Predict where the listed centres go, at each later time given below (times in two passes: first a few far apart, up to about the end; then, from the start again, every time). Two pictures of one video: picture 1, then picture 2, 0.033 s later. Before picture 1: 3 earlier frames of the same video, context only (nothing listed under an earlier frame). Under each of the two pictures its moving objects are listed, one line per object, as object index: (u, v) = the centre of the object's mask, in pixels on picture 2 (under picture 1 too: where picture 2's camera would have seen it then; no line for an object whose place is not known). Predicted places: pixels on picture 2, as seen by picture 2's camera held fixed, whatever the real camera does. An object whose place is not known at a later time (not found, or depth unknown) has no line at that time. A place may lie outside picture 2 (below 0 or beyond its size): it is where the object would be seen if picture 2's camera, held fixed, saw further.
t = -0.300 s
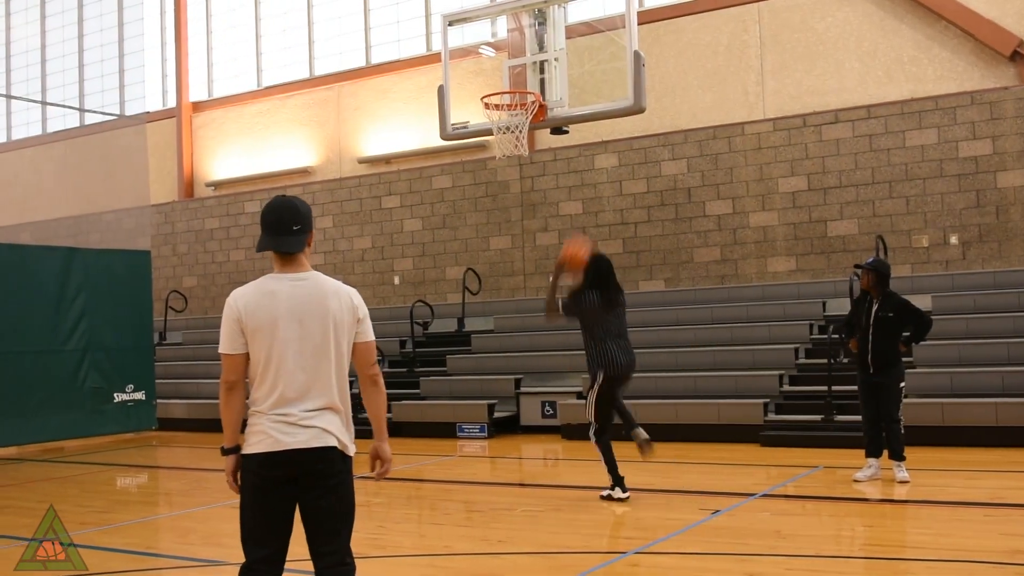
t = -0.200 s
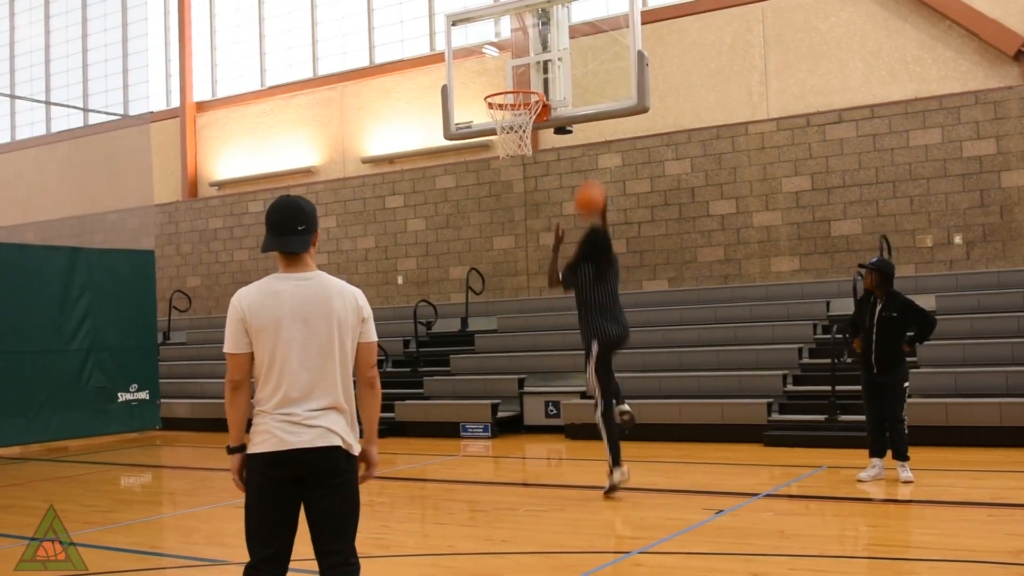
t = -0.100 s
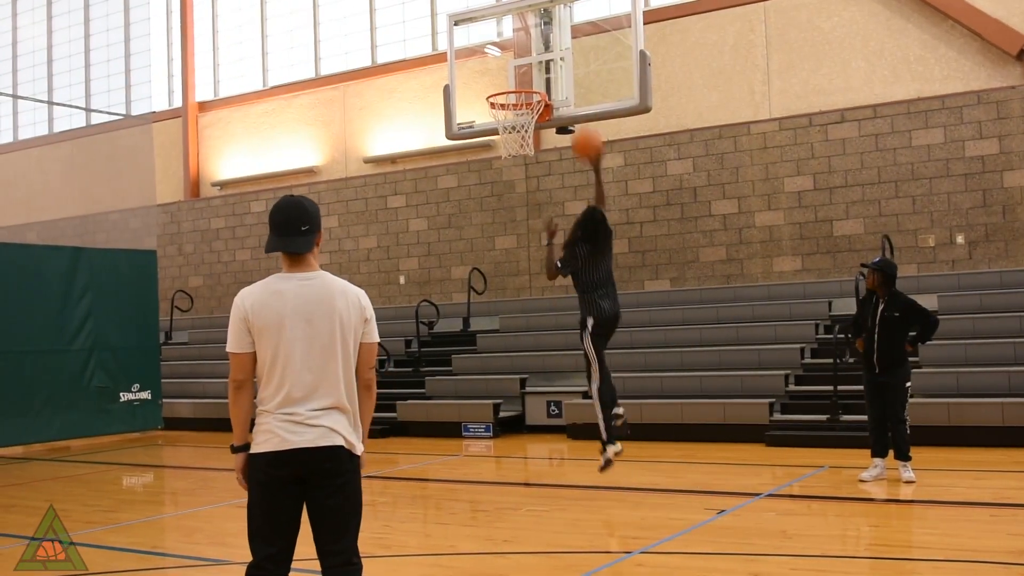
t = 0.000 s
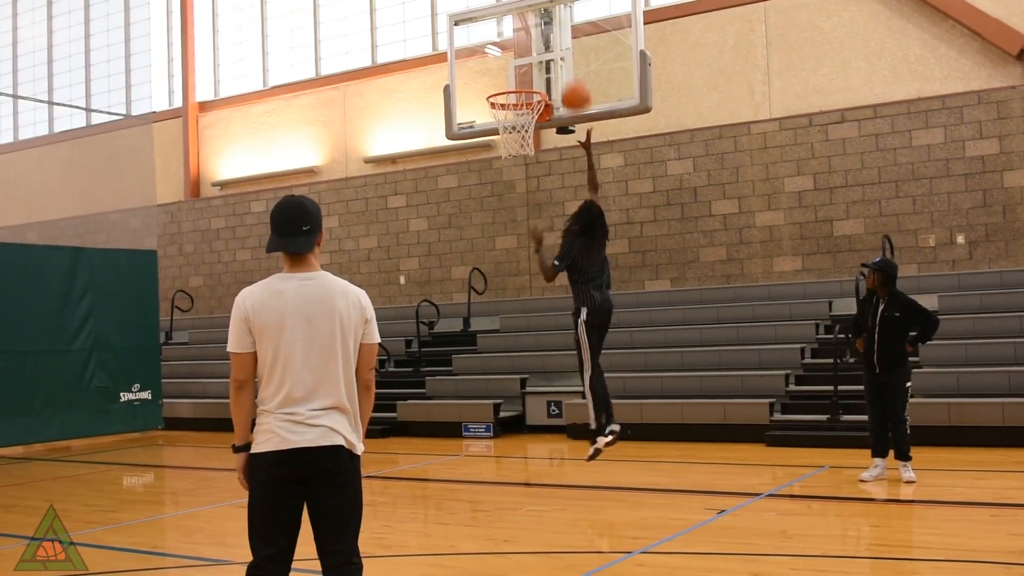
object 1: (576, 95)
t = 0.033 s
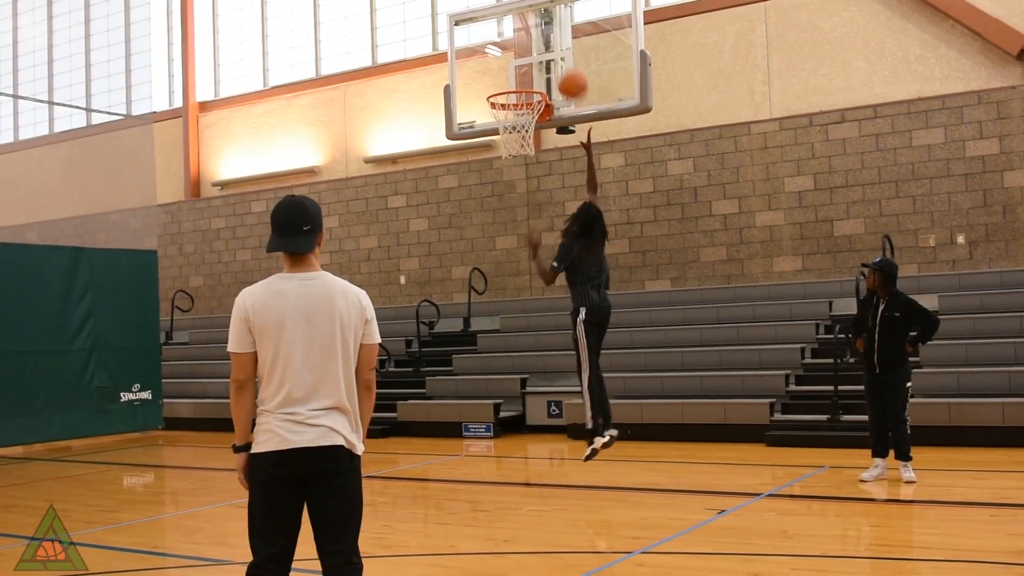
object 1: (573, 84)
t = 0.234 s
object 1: (551, 43)
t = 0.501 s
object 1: (510, 66)
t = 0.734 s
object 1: (523, 96)
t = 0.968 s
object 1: (515, 137)
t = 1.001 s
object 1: (519, 145)
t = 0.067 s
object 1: (570, 74)
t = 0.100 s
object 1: (567, 65)
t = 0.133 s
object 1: (563, 57)
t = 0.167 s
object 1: (560, 51)
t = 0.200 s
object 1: (556, 46)
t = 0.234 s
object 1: (551, 43)
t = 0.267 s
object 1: (546, 41)
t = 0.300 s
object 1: (541, 41)
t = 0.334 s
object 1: (535, 41)
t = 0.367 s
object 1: (530, 44)
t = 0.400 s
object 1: (525, 47)
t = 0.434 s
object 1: (521, 52)
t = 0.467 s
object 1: (516, 58)
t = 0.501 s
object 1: (510, 66)
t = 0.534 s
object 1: (506, 74)
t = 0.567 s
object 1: (501, 82)
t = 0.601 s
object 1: (507, 87)
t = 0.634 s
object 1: (514, 89)
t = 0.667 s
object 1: (522, 94)
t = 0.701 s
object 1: (527, 96)
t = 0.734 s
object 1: (523, 96)
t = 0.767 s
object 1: (518, 98)
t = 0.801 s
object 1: (510, 100)
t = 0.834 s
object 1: (506, 104)
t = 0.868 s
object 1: (505, 109)
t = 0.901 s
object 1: (509, 117)
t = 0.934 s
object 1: (514, 126)
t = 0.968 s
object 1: (515, 137)
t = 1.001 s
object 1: (519, 145)
